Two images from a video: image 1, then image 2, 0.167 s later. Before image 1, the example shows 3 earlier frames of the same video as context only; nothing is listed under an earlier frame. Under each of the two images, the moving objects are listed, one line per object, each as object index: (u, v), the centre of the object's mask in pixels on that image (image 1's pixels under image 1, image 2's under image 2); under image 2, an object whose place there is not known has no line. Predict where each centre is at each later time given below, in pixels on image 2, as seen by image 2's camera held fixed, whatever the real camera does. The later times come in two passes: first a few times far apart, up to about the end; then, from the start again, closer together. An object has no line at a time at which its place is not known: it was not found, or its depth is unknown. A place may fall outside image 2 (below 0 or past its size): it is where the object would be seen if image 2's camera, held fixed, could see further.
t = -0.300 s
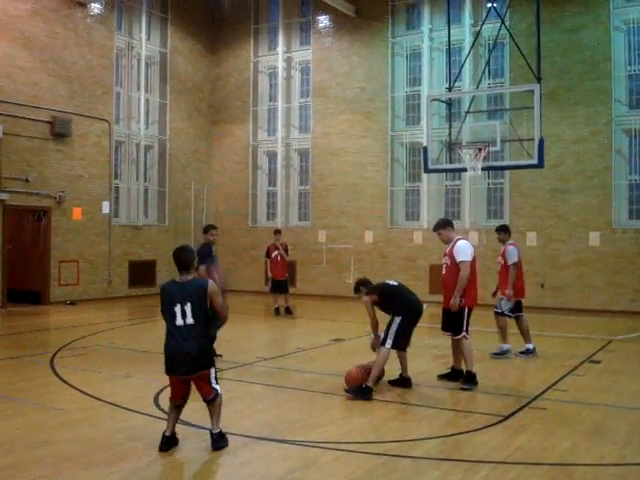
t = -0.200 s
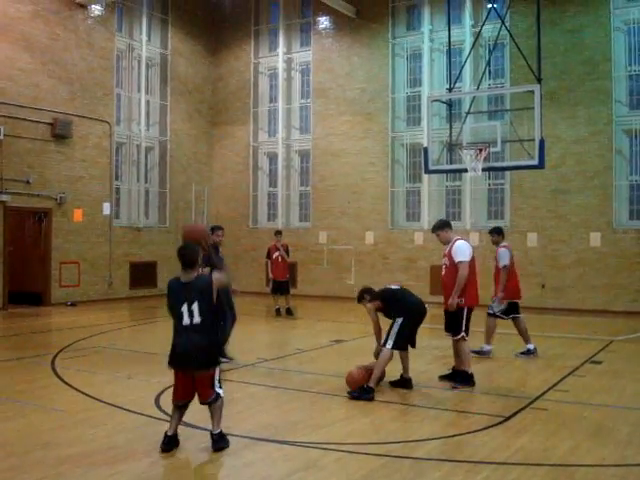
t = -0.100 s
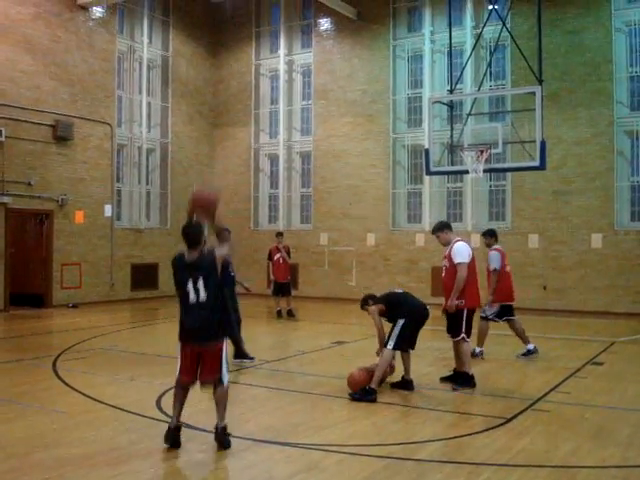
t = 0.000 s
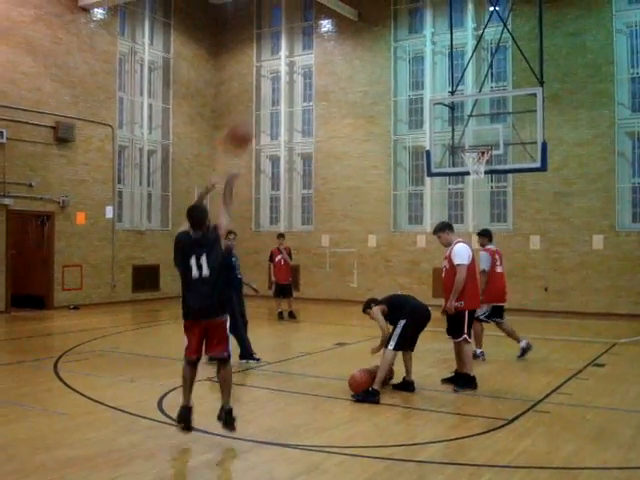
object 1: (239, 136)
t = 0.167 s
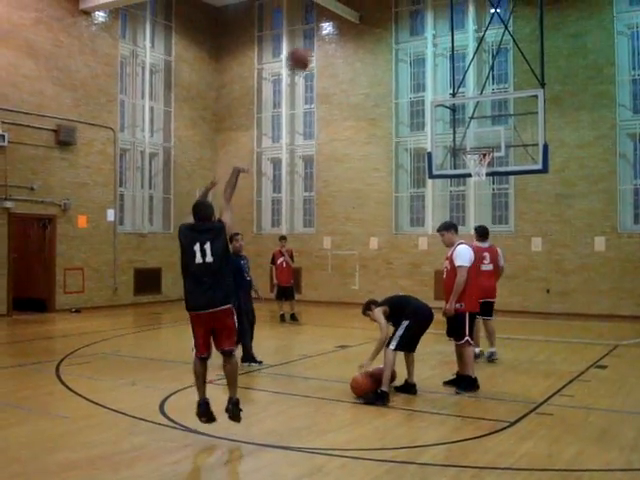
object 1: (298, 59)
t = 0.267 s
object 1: (327, 30)
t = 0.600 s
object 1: (401, 15)
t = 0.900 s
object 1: (450, 69)
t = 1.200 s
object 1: (477, 159)
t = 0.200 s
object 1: (310, 47)
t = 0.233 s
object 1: (320, 39)
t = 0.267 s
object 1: (327, 30)
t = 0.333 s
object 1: (346, 20)
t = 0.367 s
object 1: (353, 14)
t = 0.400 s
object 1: (361, 12)
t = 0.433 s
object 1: (368, 10)
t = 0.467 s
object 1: (375, 9)
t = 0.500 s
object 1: (382, 9)
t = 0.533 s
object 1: (388, 9)
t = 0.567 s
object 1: (395, 12)
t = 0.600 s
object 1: (401, 15)
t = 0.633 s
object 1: (408, 17)
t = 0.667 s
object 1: (413, 22)
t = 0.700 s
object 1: (419, 28)
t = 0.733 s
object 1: (424, 32)
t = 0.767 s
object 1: (431, 39)
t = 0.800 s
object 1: (436, 46)
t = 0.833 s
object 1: (441, 53)
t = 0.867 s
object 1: (446, 61)
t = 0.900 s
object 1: (450, 69)
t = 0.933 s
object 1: (455, 78)
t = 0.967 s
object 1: (459, 87)
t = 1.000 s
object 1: (463, 98)
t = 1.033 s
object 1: (467, 109)
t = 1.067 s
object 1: (471, 118)
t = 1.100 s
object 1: (476, 131)
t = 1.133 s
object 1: (479, 142)
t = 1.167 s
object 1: (481, 154)
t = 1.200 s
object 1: (477, 159)
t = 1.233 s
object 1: (470, 170)
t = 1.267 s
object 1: (466, 178)
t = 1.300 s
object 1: (462, 185)
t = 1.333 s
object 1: (457, 194)
